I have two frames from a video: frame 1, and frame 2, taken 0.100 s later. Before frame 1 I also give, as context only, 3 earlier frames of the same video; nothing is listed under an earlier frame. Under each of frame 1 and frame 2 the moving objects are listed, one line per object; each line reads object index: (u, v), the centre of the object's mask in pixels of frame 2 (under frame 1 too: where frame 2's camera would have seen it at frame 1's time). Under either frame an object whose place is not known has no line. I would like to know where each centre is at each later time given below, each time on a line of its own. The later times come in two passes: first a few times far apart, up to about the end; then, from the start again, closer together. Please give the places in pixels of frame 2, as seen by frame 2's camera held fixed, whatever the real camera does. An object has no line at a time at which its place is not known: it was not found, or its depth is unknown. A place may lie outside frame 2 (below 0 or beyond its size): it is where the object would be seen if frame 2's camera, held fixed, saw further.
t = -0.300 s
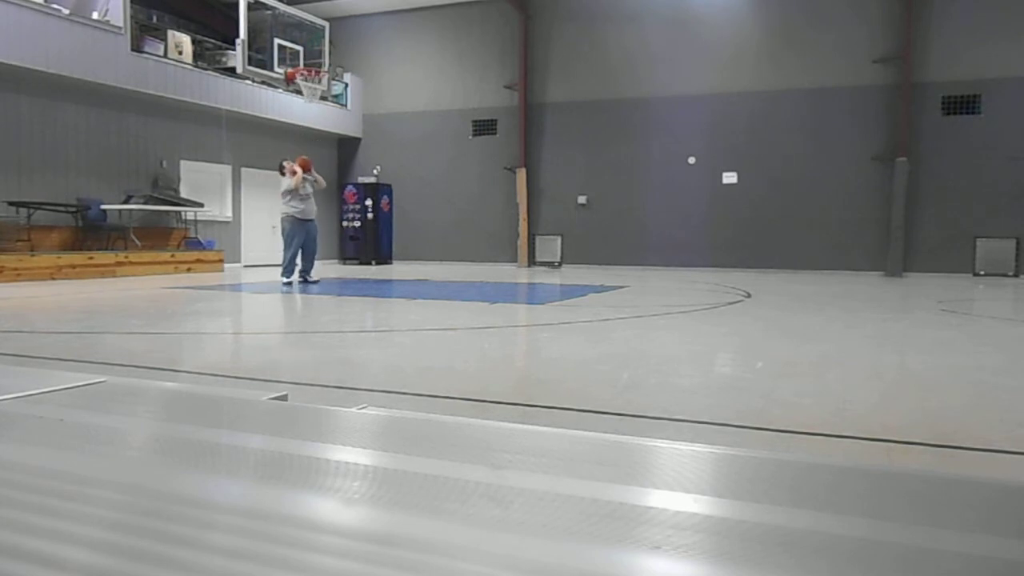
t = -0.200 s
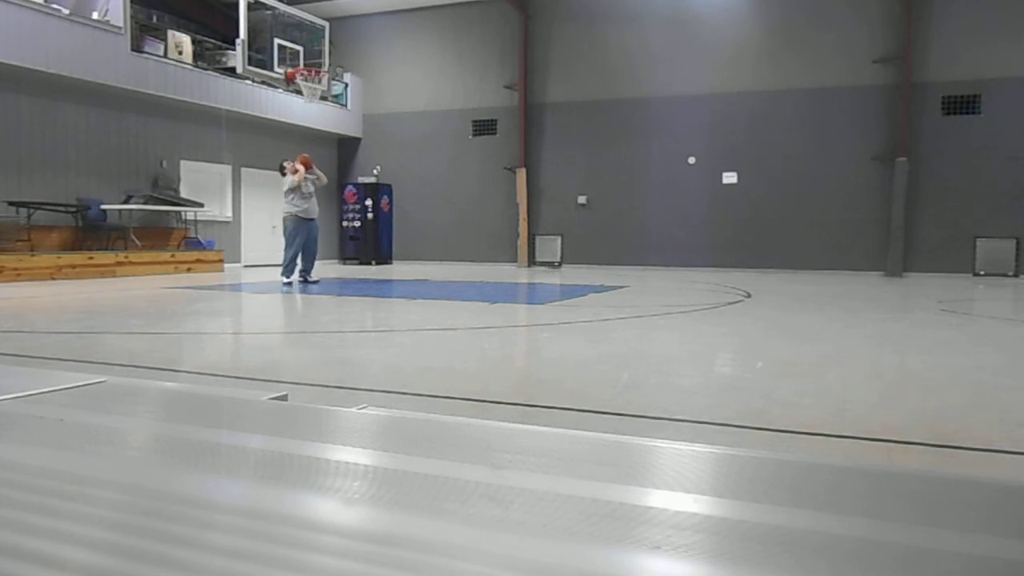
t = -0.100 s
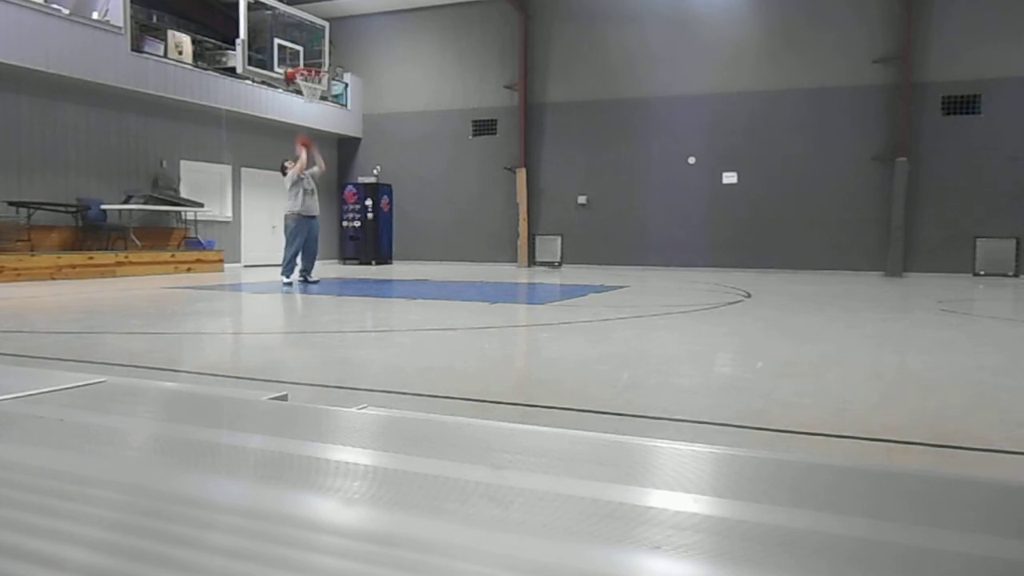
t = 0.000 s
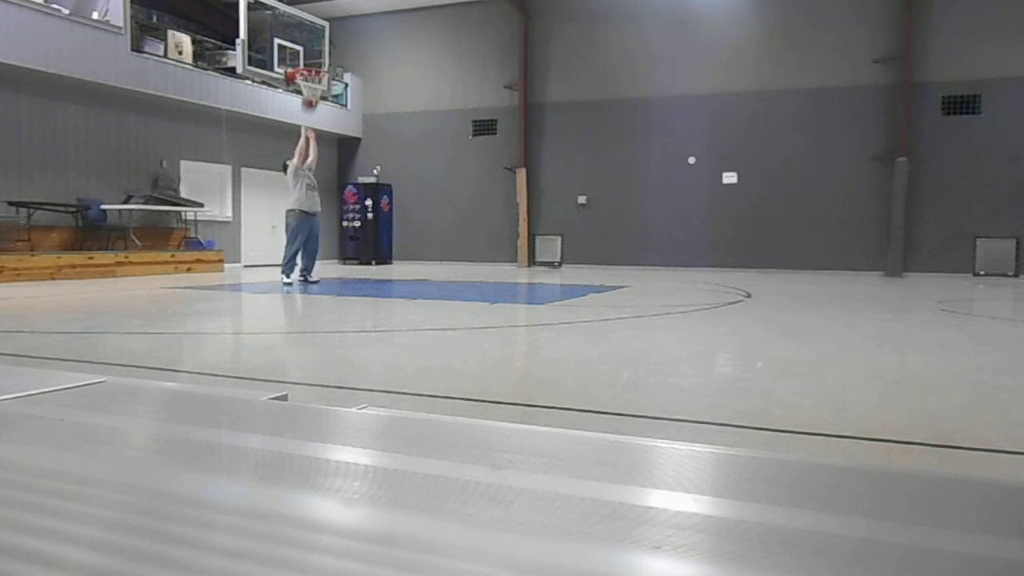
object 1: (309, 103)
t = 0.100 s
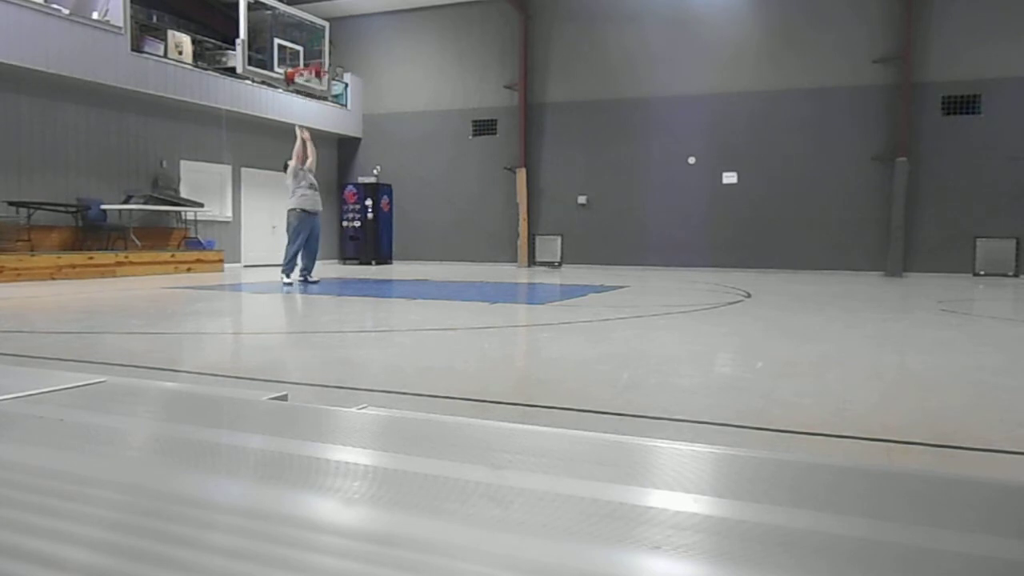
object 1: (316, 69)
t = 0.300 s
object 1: (330, 29)
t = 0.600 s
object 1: (352, 18)
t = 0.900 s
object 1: (374, 73)
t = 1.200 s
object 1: (398, 189)
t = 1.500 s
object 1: (415, 232)
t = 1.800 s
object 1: (424, 163)
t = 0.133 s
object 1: (318, 62)
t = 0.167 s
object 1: (321, 54)
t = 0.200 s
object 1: (323, 47)
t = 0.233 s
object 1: (325, 40)
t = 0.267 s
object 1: (327, 34)
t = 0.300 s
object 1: (330, 29)
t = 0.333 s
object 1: (333, 24)
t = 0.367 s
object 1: (336, 21)
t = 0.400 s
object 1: (338, 19)
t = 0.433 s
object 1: (339, 17)
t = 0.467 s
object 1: (342, 16)
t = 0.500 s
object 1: (345, 16)
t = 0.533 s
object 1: (348, 16)
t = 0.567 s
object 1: (350, 17)
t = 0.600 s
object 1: (352, 18)
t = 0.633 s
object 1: (354, 21)
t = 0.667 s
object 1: (357, 25)
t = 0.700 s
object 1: (359, 29)
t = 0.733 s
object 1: (362, 35)
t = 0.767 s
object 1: (365, 41)
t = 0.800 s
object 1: (368, 49)
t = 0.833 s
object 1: (370, 55)
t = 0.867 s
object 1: (373, 64)
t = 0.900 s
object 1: (374, 73)
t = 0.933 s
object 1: (377, 82)
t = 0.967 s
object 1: (380, 93)
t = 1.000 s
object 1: (382, 104)
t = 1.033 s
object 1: (385, 117)
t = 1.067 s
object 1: (388, 130)
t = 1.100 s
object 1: (390, 144)
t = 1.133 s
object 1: (392, 158)
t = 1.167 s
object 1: (395, 173)
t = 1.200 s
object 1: (398, 189)
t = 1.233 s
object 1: (401, 206)
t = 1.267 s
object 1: (403, 223)
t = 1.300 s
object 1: (405, 241)
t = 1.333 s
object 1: (408, 258)
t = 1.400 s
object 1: (412, 268)
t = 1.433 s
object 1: (414, 255)
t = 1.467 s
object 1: (414, 244)
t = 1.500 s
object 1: (415, 232)
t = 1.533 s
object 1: (416, 222)
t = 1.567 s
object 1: (417, 211)
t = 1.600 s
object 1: (419, 201)
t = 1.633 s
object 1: (420, 193)
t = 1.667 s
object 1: (420, 186)
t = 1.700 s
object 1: (421, 179)
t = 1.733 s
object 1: (422, 173)
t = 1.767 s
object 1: (423, 168)
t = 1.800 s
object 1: (424, 163)
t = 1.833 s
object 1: (425, 159)
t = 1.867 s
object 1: (426, 156)
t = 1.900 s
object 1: (427, 154)
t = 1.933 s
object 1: (427, 153)
